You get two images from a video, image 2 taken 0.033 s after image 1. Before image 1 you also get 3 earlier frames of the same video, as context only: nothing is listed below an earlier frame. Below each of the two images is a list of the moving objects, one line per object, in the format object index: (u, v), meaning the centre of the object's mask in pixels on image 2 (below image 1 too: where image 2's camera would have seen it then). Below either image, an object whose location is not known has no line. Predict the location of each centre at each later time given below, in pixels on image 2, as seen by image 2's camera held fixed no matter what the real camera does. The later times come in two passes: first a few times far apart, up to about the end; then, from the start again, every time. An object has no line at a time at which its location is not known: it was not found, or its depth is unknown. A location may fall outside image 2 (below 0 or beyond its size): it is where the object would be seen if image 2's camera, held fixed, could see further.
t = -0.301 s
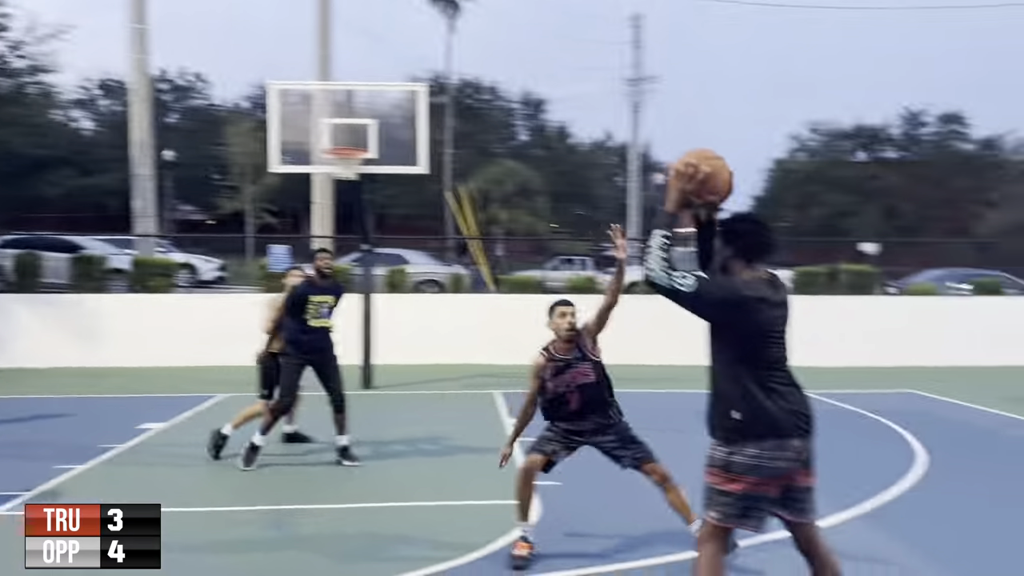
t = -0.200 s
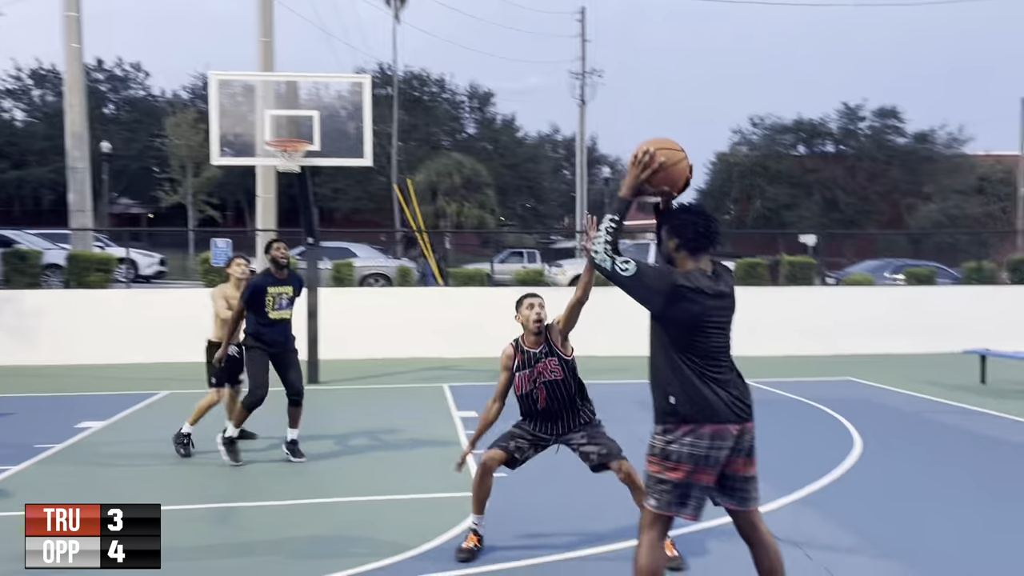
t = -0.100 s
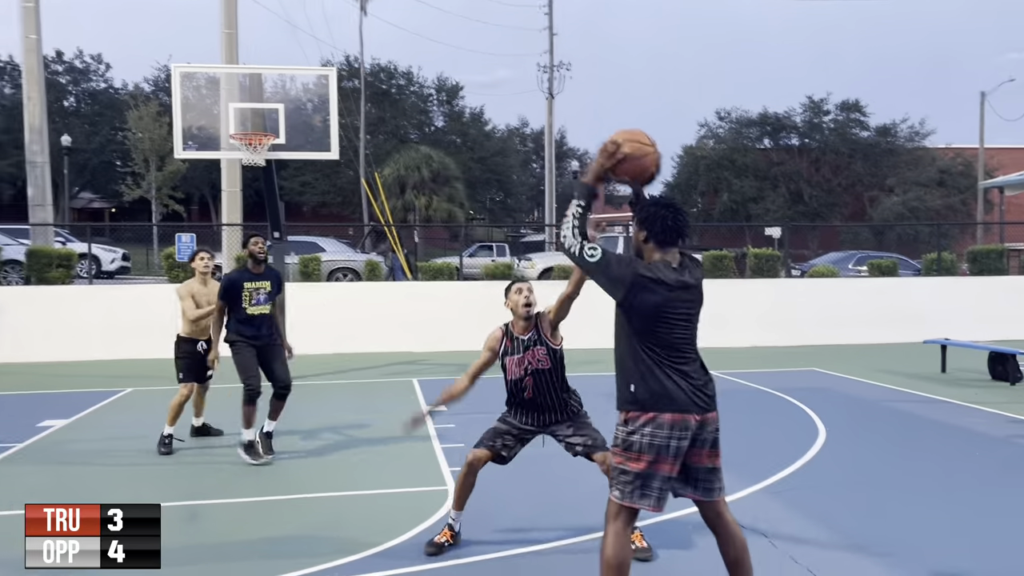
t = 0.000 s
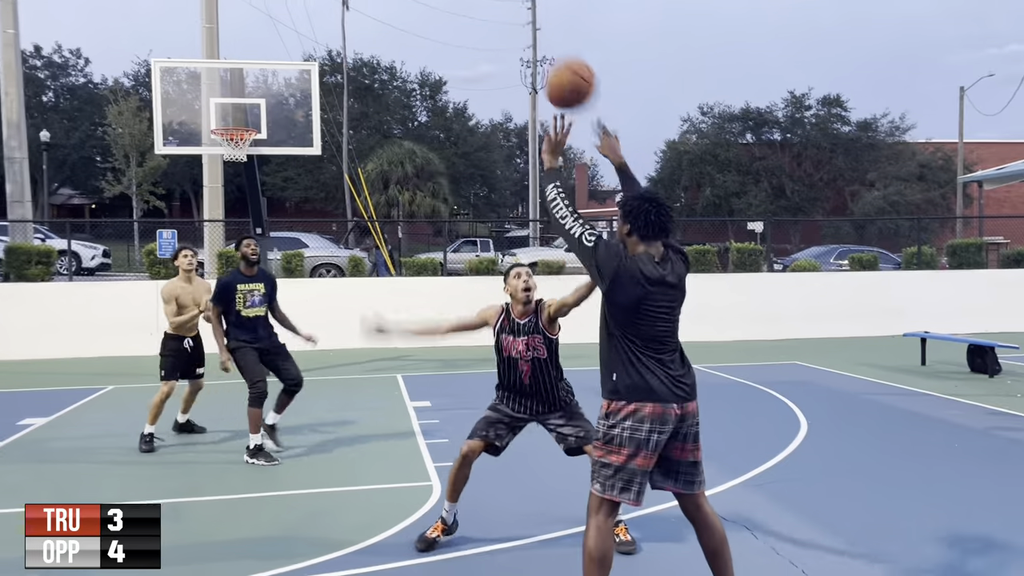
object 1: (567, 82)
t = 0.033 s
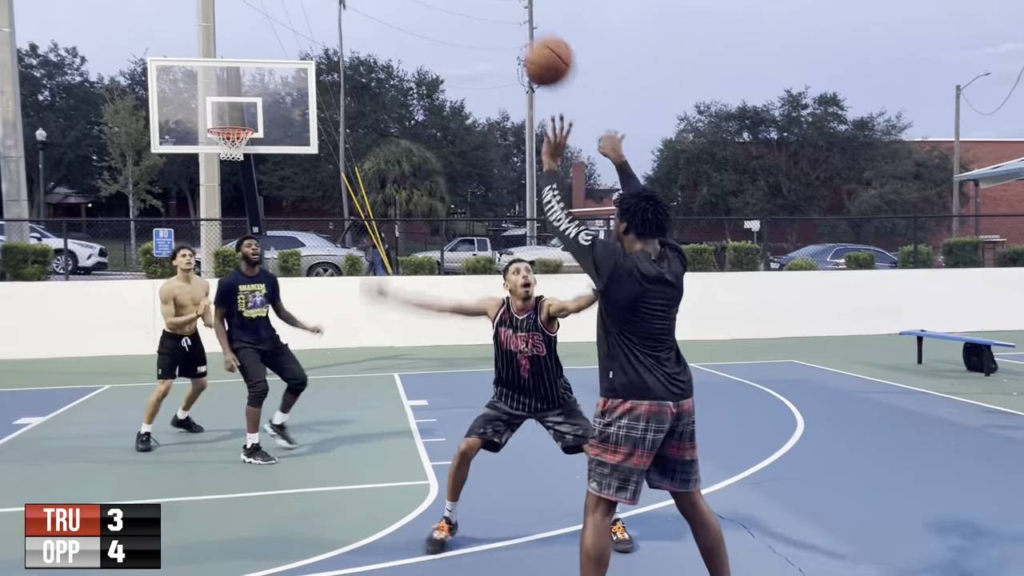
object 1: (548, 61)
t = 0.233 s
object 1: (461, 12)
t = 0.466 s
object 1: (395, 28)
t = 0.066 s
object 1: (532, 44)
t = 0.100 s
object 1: (516, 29)
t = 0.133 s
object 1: (501, 21)
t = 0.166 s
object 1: (487, 16)
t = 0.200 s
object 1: (473, 13)
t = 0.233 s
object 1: (461, 12)
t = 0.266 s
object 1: (450, 10)
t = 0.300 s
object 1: (440, 10)
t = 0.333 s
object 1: (429, 10)
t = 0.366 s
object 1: (420, 11)
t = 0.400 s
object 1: (411, 14)
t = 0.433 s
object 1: (402, 20)
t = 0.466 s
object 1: (395, 28)
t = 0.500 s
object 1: (387, 38)
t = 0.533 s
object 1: (381, 49)
